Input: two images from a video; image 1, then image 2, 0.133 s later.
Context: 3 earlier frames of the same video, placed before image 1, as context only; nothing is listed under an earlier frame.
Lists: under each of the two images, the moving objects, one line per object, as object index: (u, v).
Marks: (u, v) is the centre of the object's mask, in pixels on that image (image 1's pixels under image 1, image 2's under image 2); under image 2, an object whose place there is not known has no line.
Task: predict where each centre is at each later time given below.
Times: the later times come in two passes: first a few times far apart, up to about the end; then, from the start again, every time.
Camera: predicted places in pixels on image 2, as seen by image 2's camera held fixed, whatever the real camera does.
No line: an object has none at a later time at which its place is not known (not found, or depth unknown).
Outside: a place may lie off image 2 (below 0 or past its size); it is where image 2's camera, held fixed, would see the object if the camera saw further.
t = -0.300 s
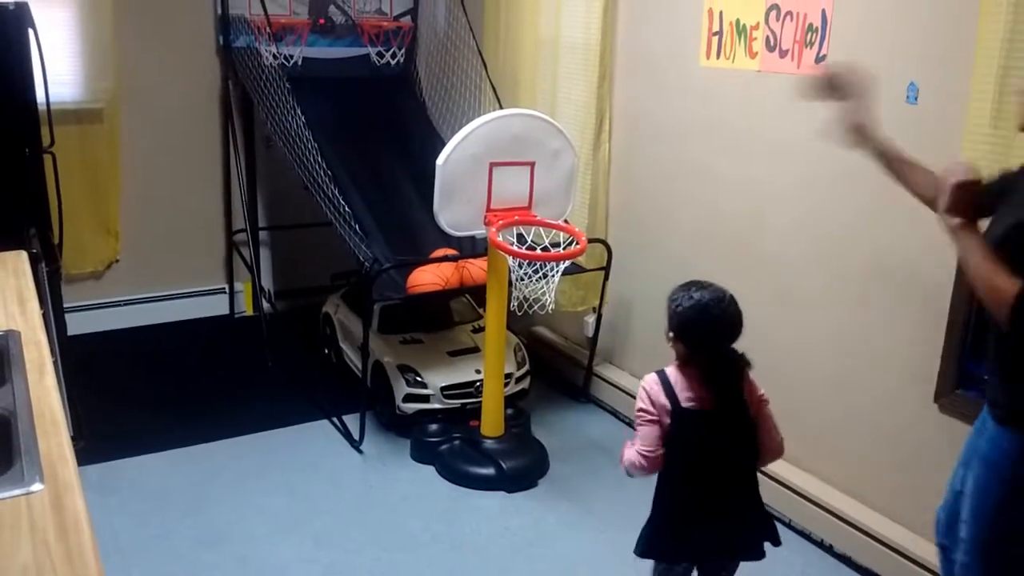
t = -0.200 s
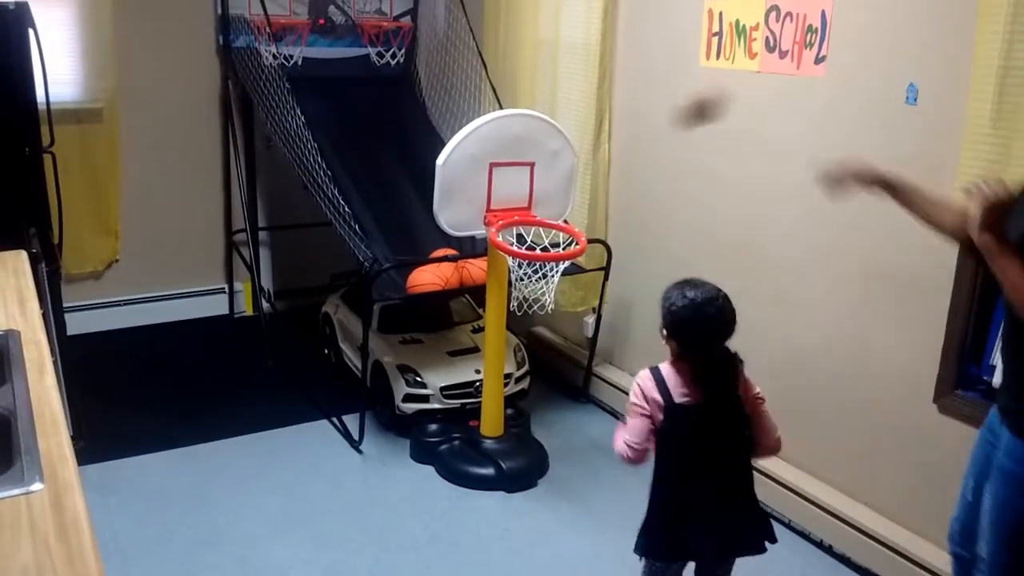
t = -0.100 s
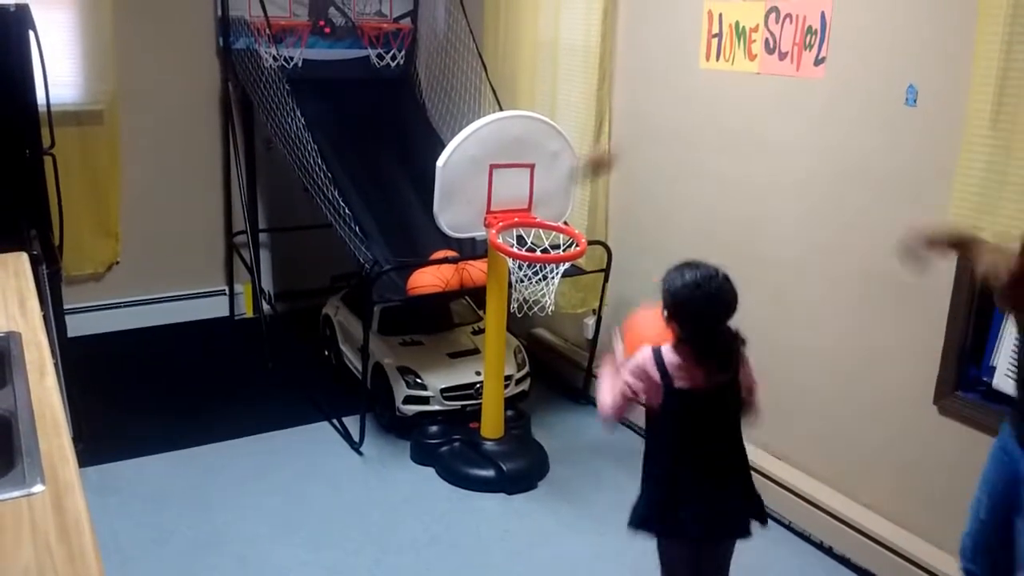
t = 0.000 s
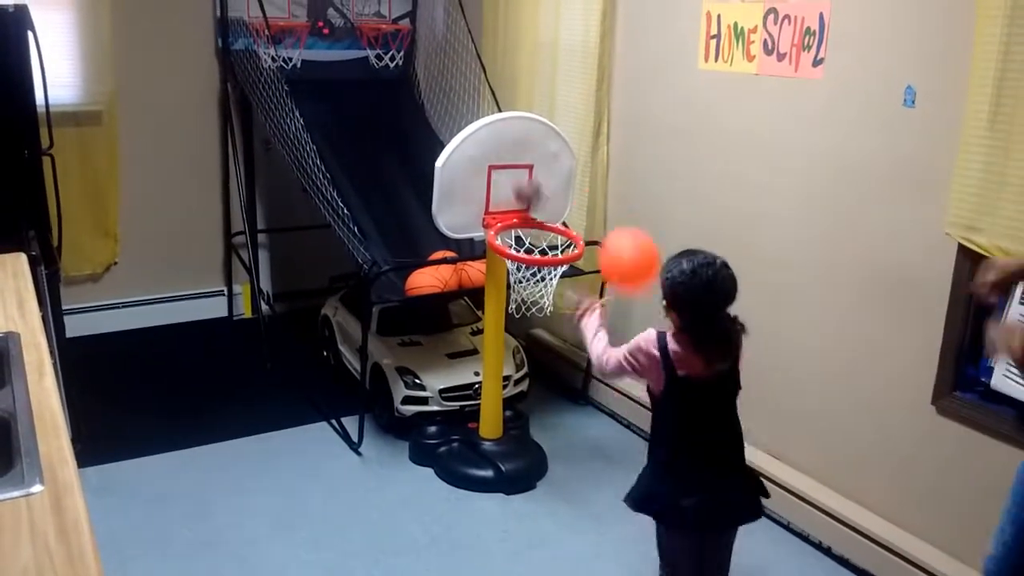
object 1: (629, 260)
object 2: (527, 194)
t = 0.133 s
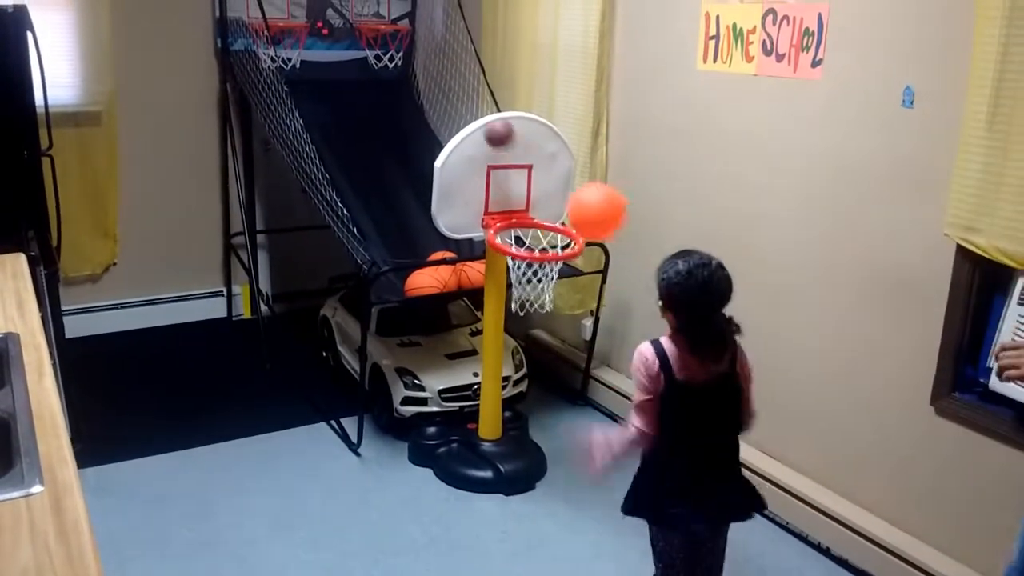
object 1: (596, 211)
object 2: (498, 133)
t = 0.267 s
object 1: (566, 217)
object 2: (465, 122)
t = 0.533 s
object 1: (513, 286)
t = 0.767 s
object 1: (476, 441)
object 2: (340, 503)
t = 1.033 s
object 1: (448, 362)
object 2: (253, 350)
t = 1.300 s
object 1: (418, 356)
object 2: (169, 401)
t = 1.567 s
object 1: (385, 551)
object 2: (94, 489)
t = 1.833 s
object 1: (330, 411)
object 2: (90, 460)
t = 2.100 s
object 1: (276, 480)
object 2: (87, 465)
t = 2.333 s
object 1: (221, 535)
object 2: (95, 483)
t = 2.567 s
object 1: (151, 477)
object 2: (105, 470)
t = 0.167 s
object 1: (589, 208)
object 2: (490, 126)
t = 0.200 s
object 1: (581, 208)
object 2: (482, 121)
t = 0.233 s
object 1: (574, 211)
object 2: (473, 120)
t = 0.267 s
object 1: (566, 217)
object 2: (465, 122)
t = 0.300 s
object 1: (560, 227)
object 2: (457, 128)
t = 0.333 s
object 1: (550, 236)
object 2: (448, 137)
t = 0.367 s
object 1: (542, 243)
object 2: (439, 150)
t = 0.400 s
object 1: (535, 245)
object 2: (431, 165)
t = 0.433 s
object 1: (526, 265)
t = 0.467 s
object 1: (518, 276)
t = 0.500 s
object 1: (513, 280)
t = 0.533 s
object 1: (513, 286)
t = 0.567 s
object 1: (505, 299)
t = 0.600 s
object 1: (501, 315)
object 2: (382, 338)
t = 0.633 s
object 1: (496, 331)
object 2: (374, 386)
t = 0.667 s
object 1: (491, 352)
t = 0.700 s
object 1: (485, 377)
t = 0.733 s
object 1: (480, 412)
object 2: (350, 522)
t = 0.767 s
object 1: (476, 441)
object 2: (340, 503)
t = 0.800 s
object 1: (472, 467)
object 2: (330, 476)
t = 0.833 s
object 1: (467, 477)
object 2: (317, 449)
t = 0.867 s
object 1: (465, 458)
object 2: (306, 422)
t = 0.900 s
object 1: (461, 437)
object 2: (297, 402)
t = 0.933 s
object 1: (458, 416)
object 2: (285, 385)
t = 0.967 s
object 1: (455, 397)
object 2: (275, 371)
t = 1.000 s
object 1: (452, 376)
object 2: (264, 359)
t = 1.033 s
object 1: (448, 362)
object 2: (253, 350)
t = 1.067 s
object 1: (445, 351)
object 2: (242, 345)
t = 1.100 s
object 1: (441, 344)
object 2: (231, 343)
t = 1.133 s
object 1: (438, 339)
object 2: (221, 344)
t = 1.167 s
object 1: (434, 337)
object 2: (210, 348)
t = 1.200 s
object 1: (430, 337)
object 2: (199, 356)
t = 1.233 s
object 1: (426, 341)
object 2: (188, 366)
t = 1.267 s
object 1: (423, 347)
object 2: (178, 382)
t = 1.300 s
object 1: (418, 356)
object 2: (169, 401)
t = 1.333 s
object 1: (414, 370)
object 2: (161, 423)
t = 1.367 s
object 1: (409, 391)
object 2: (152, 447)
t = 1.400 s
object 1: (405, 411)
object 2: (143, 479)
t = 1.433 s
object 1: (402, 433)
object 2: (135, 510)
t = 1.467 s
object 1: (398, 459)
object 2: (126, 543)
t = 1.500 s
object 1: (394, 492)
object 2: (114, 527)
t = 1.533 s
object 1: (390, 524)
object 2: (103, 506)
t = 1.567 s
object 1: (385, 551)
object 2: (94, 489)
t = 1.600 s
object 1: (378, 521)
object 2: (85, 473)
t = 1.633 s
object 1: (371, 497)
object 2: (83, 463)
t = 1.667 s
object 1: (364, 475)
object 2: (83, 457)
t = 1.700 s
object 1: (358, 456)
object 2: (84, 451)
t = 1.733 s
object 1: (351, 440)
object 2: (85, 449)
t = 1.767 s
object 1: (344, 427)
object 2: (86, 450)
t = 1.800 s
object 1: (337, 418)
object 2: (87, 453)
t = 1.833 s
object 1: (330, 411)
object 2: (90, 460)
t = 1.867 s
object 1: (323, 408)
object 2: (93, 469)
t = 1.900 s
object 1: (316, 407)
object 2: (97, 483)
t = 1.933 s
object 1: (309, 411)
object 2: (103, 498)
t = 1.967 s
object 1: (303, 417)
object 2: (106, 515)
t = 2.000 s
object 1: (296, 426)
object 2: (101, 500)
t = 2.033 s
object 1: (289, 440)
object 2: (96, 485)
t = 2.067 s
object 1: (283, 457)
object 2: (91, 474)
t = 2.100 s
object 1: (276, 480)
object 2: (87, 465)
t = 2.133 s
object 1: (270, 505)
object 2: (84, 460)
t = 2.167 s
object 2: (81, 458)
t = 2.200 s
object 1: (258, 562)
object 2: (81, 458)
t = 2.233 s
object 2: (83, 460)
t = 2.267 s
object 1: (243, 572)
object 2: (86, 463)
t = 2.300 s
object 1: (231, 557)
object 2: (90, 471)
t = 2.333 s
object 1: (221, 535)
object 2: (95, 483)
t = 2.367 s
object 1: (211, 517)
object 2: (100, 495)
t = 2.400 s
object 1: (200, 502)
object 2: (104, 498)
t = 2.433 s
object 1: (190, 490)
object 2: (104, 487)
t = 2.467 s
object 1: (180, 481)
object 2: (104, 479)
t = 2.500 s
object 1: (170, 476)
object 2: (105, 473)
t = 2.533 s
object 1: (161, 475)
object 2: (107, 470)
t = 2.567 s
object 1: (151, 477)
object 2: (105, 470)
